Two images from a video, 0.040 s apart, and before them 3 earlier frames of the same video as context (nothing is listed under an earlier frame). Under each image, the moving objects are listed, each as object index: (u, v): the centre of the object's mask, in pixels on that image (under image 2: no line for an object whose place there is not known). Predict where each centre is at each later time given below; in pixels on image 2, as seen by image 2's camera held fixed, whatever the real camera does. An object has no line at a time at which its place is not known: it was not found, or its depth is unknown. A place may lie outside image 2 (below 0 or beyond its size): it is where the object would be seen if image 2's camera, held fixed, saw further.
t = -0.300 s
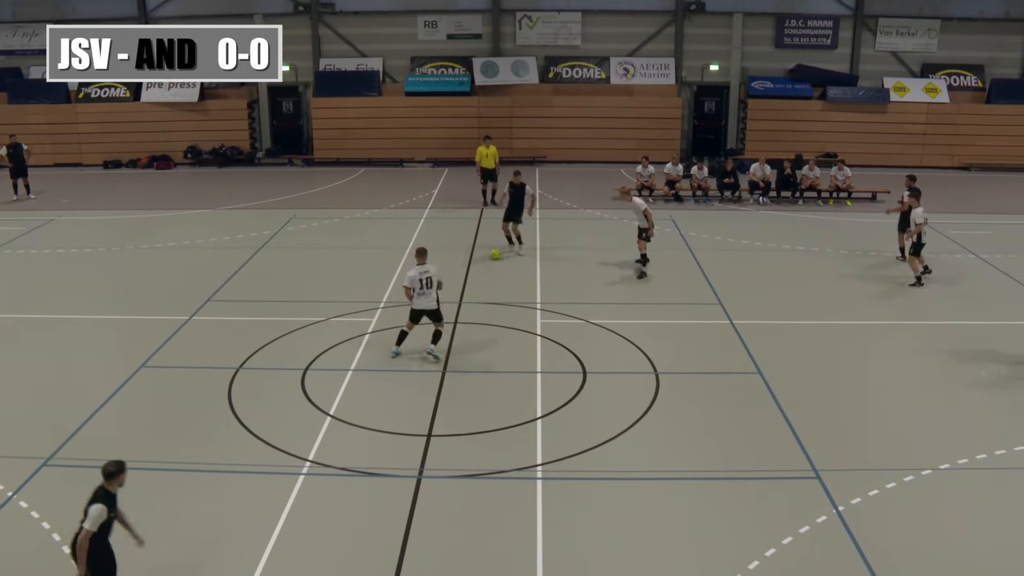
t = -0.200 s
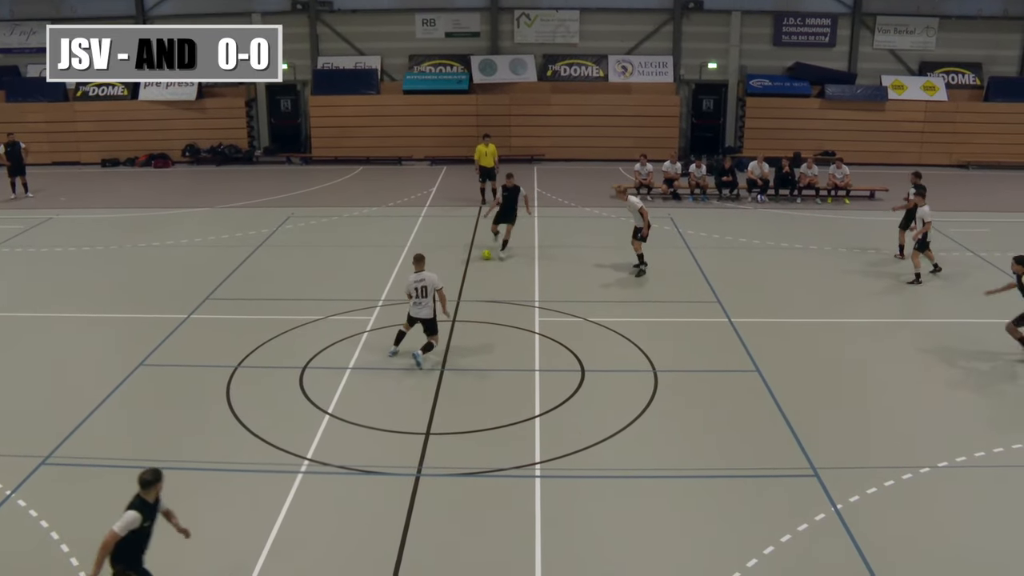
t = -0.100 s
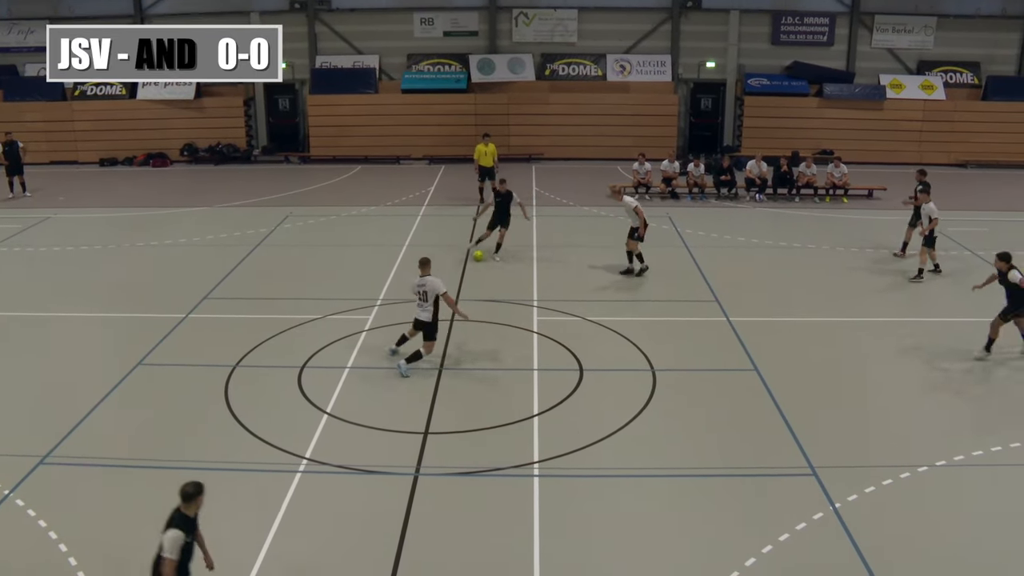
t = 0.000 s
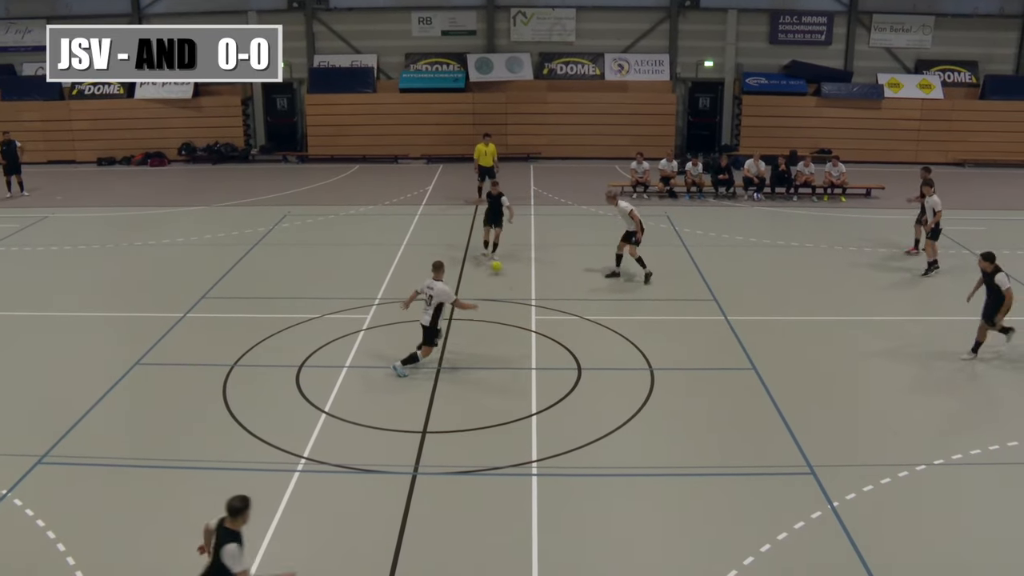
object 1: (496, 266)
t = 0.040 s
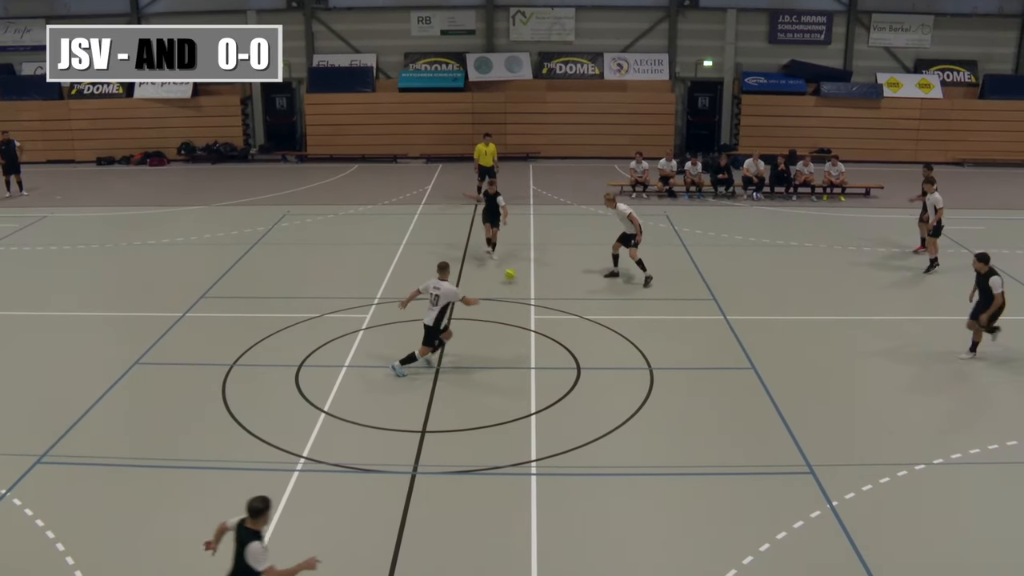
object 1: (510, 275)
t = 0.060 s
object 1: (518, 278)
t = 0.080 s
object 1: (526, 284)
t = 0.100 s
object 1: (534, 289)
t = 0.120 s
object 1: (544, 295)
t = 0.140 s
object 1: (552, 301)
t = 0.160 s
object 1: (561, 308)
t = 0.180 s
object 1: (570, 312)
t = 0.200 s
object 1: (579, 317)
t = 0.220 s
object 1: (588, 322)
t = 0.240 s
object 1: (597, 327)
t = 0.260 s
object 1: (607, 332)
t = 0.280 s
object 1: (618, 338)
